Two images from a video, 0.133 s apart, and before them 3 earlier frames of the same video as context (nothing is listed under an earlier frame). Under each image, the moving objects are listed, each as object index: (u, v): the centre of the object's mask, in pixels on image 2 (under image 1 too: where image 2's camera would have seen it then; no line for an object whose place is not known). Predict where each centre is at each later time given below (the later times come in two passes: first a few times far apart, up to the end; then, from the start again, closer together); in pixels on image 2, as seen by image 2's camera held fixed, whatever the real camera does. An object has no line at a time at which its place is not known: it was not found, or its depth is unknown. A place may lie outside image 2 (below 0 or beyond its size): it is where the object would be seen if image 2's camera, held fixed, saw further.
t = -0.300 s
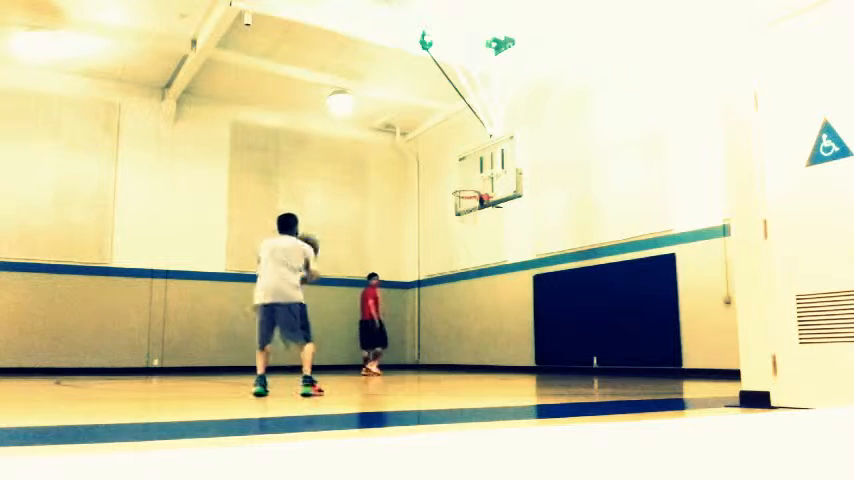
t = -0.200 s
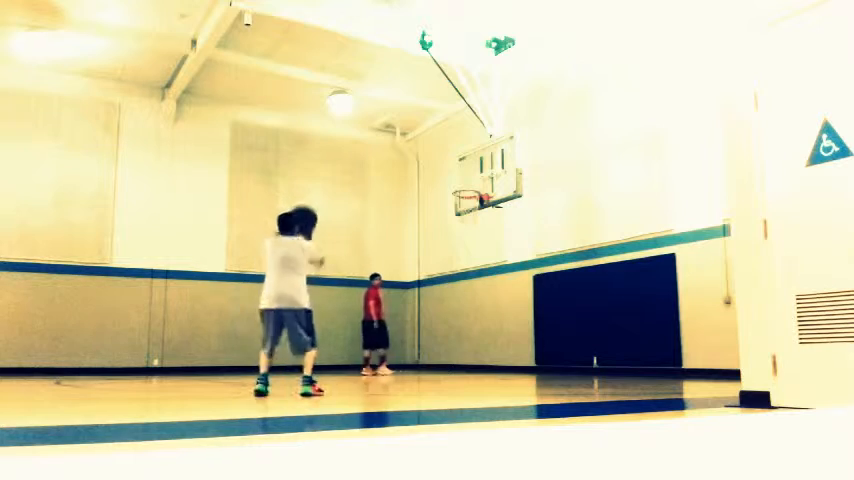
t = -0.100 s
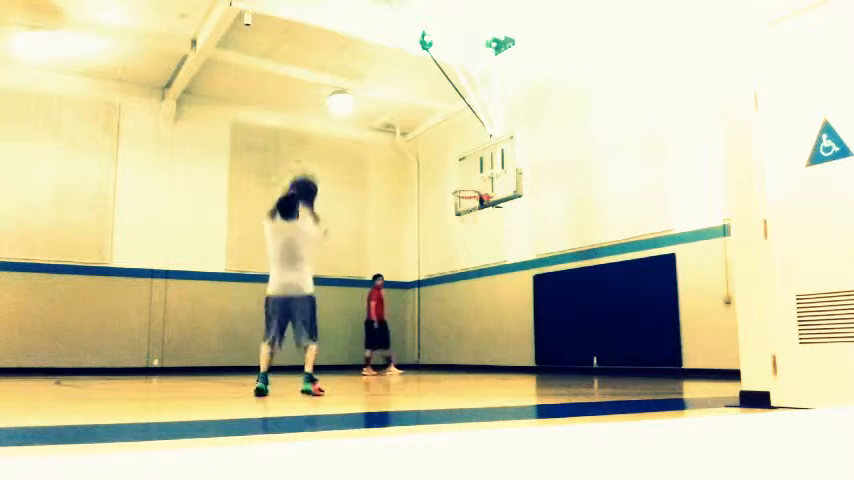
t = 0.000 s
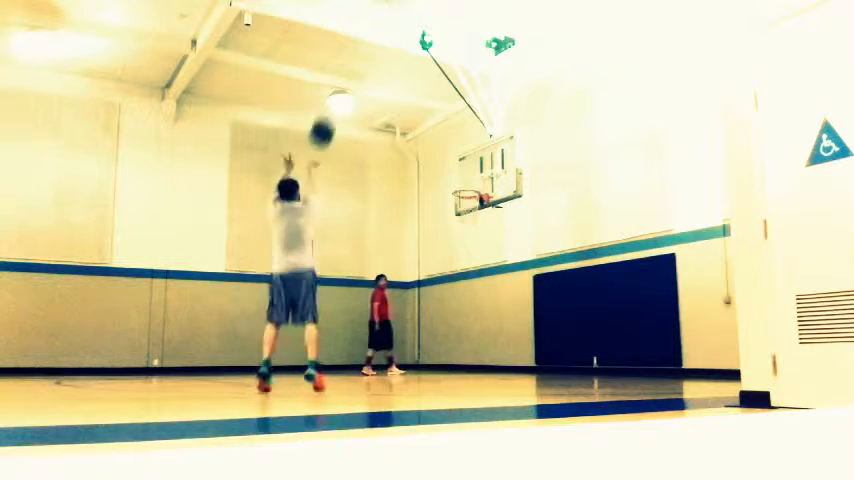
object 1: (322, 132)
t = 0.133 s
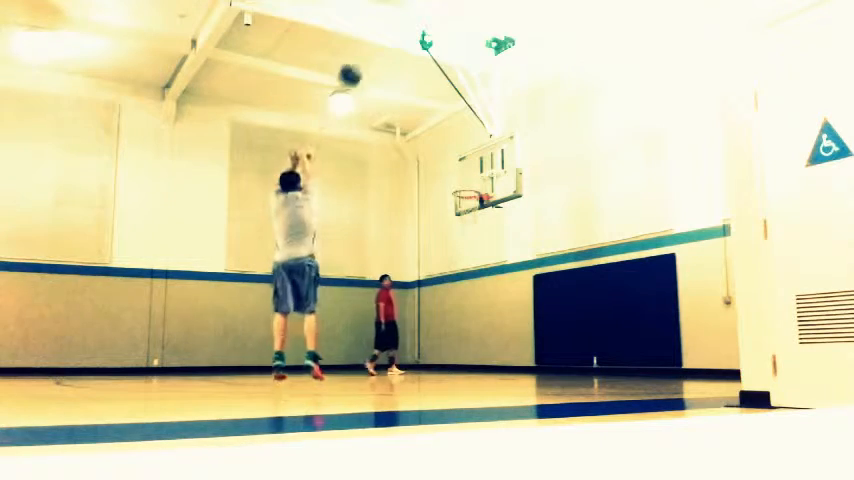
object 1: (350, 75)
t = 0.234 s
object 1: (367, 50)
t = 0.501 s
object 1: (405, 29)
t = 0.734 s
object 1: (431, 51)
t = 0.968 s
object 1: (452, 103)
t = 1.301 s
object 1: (480, 215)
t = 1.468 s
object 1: (493, 285)
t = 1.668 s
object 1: (507, 359)
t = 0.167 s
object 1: (355, 66)
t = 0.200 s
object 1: (361, 56)
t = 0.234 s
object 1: (367, 50)
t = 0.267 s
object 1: (372, 44)
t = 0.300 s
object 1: (377, 39)
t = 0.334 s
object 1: (382, 35)
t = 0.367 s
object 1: (387, 31)
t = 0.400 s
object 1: (392, 30)
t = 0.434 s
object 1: (396, 29)
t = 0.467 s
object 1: (400, 29)
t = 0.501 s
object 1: (405, 29)
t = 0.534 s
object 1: (409, 30)
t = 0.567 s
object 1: (413, 33)
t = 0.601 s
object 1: (417, 35)
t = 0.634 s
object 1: (420, 38)
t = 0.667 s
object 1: (424, 41)
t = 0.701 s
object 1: (427, 46)
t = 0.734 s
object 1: (431, 51)
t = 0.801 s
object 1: (438, 65)
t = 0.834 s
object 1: (440, 72)
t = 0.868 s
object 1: (442, 79)
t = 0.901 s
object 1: (447, 87)
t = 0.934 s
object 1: (450, 95)
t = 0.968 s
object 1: (452, 103)
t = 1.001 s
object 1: (456, 113)
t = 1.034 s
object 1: (458, 122)
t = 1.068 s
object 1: (461, 132)
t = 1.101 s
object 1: (464, 142)
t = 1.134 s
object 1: (467, 154)
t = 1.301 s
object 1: (480, 215)
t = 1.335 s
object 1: (483, 227)
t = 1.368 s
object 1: (486, 241)
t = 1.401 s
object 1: (488, 255)
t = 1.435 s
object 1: (491, 269)
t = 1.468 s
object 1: (493, 285)
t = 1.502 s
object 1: (496, 299)
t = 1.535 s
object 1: (498, 314)
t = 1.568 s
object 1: (501, 330)
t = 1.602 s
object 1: (504, 346)
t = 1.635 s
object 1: (505, 359)
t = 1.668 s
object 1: (507, 359)
